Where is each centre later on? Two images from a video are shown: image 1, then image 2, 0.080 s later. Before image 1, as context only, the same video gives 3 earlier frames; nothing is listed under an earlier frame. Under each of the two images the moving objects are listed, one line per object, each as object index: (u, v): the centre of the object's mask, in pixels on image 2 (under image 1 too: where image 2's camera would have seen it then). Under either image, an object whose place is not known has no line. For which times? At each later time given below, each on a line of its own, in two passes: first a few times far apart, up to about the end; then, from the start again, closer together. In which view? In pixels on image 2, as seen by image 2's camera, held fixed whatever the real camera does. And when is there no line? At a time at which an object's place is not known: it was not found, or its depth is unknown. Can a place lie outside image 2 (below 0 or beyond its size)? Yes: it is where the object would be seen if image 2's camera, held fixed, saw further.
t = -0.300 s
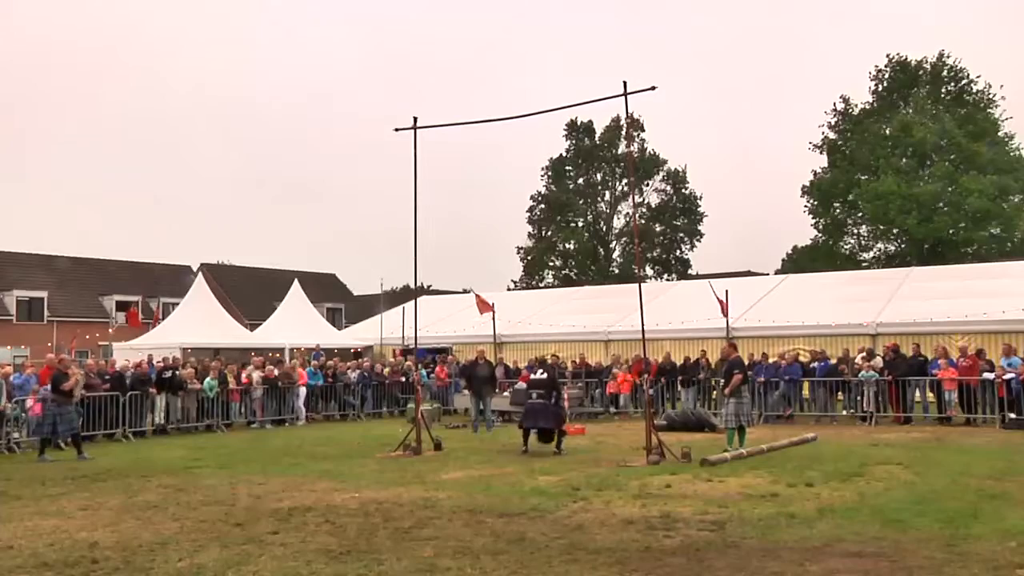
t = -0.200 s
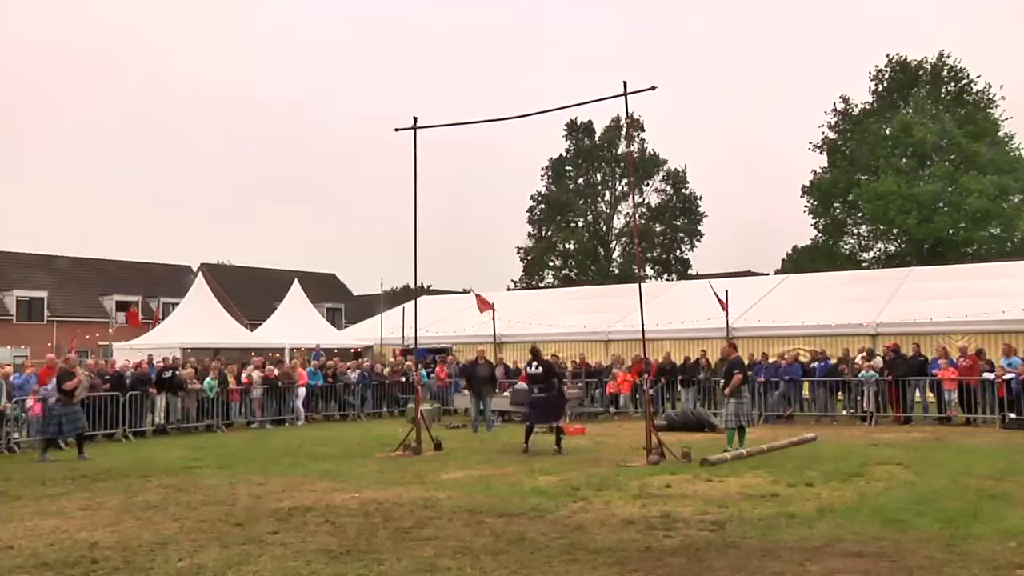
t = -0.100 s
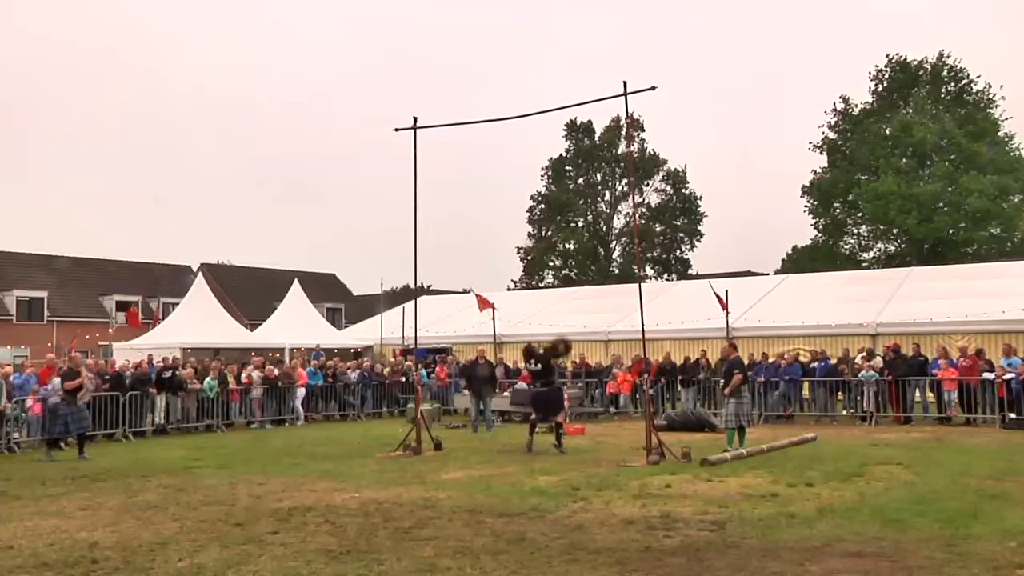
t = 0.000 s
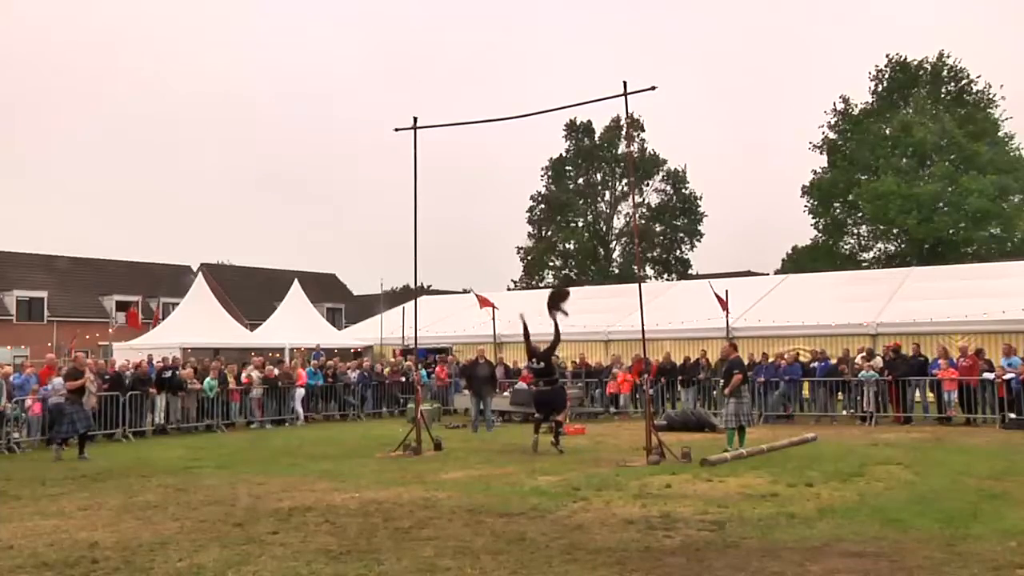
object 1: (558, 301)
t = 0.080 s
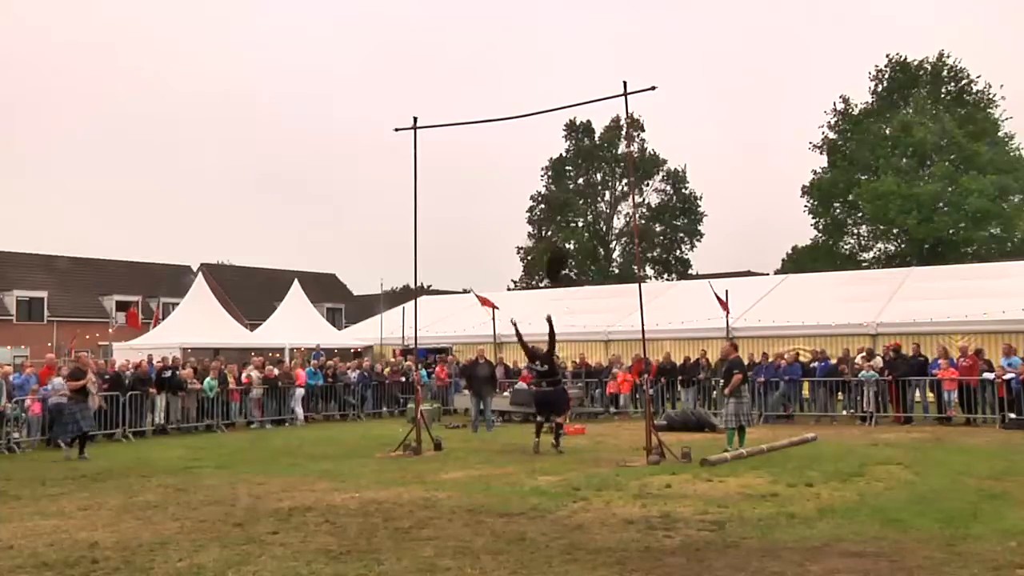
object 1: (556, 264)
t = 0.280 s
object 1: (555, 179)
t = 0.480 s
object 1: (554, 103)
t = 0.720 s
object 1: (548, 41)
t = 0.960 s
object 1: (541, 17)
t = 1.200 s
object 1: (537, 23)
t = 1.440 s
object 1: (534, 63)
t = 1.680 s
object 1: (537, 148)
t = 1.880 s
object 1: (537, 250)
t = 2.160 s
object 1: (538, 453)
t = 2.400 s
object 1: (535, 467)
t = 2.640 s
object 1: (536, 470)
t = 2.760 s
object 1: (537, 468)
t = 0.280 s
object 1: (555, 179)
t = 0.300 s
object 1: (554, 172)
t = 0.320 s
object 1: (555, 163)
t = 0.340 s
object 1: (555, 156)
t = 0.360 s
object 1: (554, 147)
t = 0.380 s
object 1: (554, 139)
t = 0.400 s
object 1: (554, 132)
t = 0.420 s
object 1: (554, 124)
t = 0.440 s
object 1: (554, 117)
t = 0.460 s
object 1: (554, 110)
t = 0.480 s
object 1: (554, 103)
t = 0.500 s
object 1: (554, 97)
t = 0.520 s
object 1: (554, 91)
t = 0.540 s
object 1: (553, 85)
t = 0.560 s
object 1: (552, 79)
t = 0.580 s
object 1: (552, 73)
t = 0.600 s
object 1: (551, 68)
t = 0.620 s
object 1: (551, 63)
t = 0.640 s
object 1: (550, 58)
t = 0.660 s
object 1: (550, 53)
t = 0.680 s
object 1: (549, 49)
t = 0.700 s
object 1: (549, 45)
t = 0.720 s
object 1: (548, 41)
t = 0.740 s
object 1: (548, 38)
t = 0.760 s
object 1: (547, 34)
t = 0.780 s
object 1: (547, 31)
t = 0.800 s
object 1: (547, 28)
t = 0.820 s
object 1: (546, 25)
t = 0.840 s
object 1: (545, 22)
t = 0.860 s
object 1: (545, 21)
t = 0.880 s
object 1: (544, 20)
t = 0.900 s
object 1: (543, 19)
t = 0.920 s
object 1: (542, 18)
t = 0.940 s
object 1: (542, 18)
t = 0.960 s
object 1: (541, 17)
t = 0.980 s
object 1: (541, 17)
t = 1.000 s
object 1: (541, 17)
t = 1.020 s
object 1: (540, 17)
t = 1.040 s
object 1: (540, 17)
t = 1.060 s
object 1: (540, 17)
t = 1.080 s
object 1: (539, 18)
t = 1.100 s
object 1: (539, 18)
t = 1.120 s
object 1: (538, 19)
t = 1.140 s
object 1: (538, 20)
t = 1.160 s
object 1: (538, 21)
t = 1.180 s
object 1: (537, 22)
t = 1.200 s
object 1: (537, 23)
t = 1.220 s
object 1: (537, 24)
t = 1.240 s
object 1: (536, 26)
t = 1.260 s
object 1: (536, 28)
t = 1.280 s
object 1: (535, 30)
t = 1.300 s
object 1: (535, 32)
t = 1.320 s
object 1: (535, 36)
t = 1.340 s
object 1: (535, 40)
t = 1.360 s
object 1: (534, 44)
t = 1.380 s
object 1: (534, 49)
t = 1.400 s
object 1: (534, 53)
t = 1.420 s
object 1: (534, 58)
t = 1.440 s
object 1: (534, 63)
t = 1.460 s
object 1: (534, 69)
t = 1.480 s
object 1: (534, 74)
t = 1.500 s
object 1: (534, 80)
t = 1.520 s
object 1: (535, 86)
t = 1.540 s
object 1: (535, 93)
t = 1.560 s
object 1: (535, 100)
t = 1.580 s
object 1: (535, 107)
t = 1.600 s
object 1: (536, 115)
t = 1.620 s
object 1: (536, 122)
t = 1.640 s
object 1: (536, 131)
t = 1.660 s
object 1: (536, 139)
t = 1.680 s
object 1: (537, 148)
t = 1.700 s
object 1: (537, 157)
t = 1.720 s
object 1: (537, 166)
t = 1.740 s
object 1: (537, 177)
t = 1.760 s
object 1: (538, 185)
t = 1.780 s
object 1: (538, 194)
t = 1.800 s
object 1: (538, 206)
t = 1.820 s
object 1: (538, 217)
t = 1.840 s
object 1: (538, 227)
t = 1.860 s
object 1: (537, 238)
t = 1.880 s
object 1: (537, 250)
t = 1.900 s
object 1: (537, 262)
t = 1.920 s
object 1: (537, 271)
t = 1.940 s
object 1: (537, 285)
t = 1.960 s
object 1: (537, 299)
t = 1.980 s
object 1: (538, 315)
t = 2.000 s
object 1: (538, 329)
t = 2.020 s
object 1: (537, 343)
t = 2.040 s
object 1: (538, 358)
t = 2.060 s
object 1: (538, 373)
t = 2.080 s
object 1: (538, 386)
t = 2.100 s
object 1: (538, 401)
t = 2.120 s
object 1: (537, 418)
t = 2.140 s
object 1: (539, 434)
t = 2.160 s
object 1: (538, 453)
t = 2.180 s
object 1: (538, 462)
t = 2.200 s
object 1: (538, 466)
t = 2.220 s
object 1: (538, 468)
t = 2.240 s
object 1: (537, 467)
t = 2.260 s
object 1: (537, 466)
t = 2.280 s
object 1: (536, 466)
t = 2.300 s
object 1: (535, 466)
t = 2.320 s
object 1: (535, 466)
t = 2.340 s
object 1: (535, 466)
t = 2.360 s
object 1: (535, 467)
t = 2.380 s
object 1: (535, 467)
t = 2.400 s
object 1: (535, 467)
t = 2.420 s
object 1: (534, 468)
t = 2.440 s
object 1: (534, 468)
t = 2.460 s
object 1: (534, 468)
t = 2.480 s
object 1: (534, 469)
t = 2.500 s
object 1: (534, 469)
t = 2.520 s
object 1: (534, 470)
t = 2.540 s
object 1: (535, 470)
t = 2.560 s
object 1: (535, 470)
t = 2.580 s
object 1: (536, 470)
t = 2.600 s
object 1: (536, 470)
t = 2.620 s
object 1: (536, 470)
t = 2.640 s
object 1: (536, 470)
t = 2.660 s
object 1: (536, 470)
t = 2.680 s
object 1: (536, 469)
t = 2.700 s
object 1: (537, 469)
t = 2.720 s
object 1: (537, 469)
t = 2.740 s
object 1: (537, 468)
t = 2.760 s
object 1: (537, 468)
